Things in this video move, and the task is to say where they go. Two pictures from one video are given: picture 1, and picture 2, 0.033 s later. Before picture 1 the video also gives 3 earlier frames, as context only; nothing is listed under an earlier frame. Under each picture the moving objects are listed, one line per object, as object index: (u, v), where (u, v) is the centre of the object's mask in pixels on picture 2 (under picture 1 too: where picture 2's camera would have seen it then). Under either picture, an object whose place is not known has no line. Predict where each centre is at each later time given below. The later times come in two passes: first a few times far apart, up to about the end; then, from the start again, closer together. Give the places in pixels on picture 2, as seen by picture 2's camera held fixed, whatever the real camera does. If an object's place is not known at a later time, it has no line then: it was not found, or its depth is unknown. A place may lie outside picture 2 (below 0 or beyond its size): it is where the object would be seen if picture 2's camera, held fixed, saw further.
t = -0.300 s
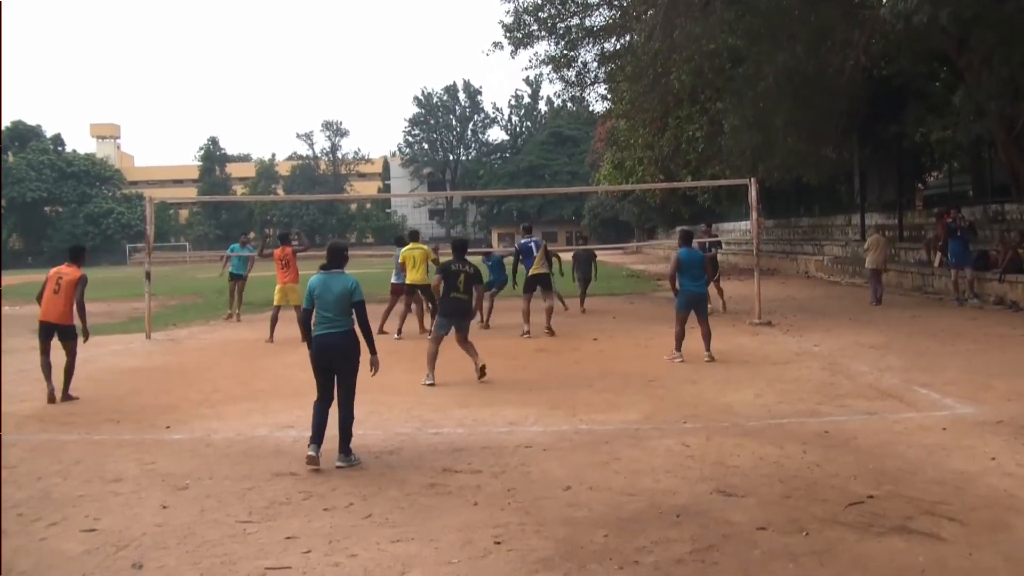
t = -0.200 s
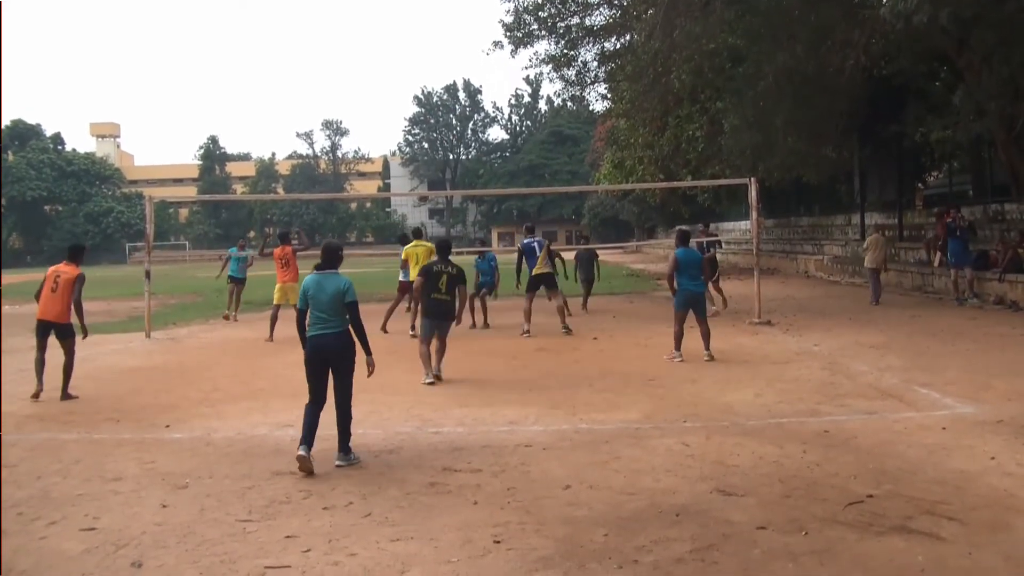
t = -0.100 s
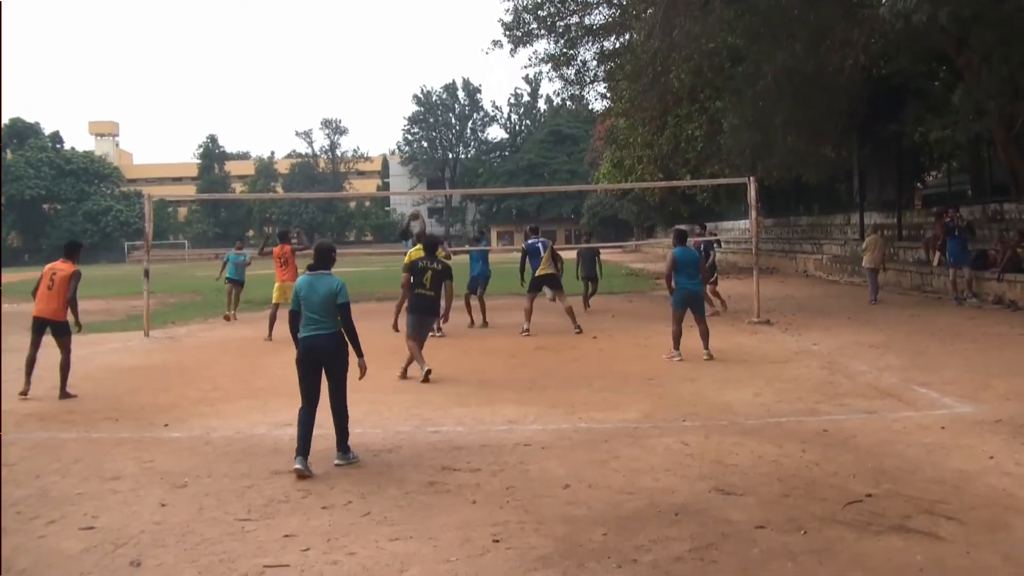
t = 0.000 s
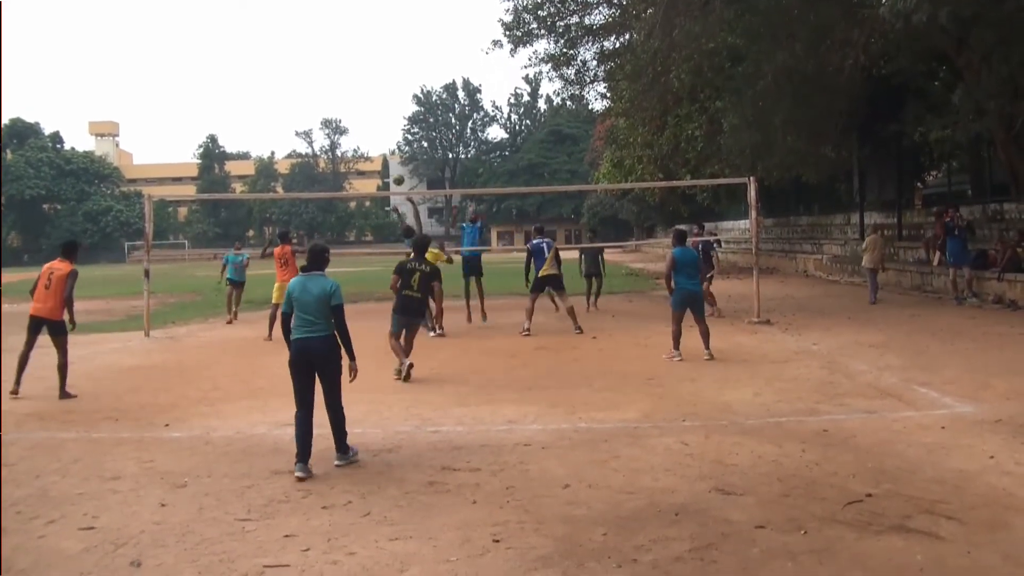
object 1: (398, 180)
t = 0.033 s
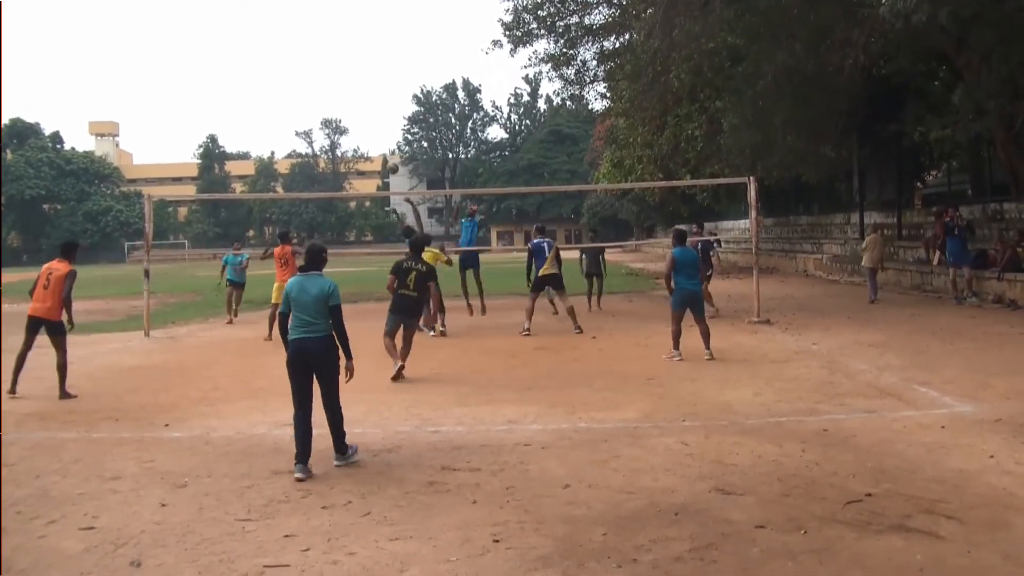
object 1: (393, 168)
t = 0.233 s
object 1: (359, 116)
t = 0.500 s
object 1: (318, 83)
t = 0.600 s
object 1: (303, 81)
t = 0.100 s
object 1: (381, 148)
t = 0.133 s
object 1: (376, 139)
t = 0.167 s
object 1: (370, 131)
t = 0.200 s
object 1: (365, 123)
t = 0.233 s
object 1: (359, 116)
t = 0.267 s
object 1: (354, 110)
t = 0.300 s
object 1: (349, 104)
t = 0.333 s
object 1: (344, 99)
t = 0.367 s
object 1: (339, 94)
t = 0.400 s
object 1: (333, 91)
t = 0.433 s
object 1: (328, 87)
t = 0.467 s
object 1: (323, 85)
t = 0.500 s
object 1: (318, 83)
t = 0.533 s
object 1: (313, 82)
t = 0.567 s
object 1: (308, 81)
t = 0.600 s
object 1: (303, 81)
